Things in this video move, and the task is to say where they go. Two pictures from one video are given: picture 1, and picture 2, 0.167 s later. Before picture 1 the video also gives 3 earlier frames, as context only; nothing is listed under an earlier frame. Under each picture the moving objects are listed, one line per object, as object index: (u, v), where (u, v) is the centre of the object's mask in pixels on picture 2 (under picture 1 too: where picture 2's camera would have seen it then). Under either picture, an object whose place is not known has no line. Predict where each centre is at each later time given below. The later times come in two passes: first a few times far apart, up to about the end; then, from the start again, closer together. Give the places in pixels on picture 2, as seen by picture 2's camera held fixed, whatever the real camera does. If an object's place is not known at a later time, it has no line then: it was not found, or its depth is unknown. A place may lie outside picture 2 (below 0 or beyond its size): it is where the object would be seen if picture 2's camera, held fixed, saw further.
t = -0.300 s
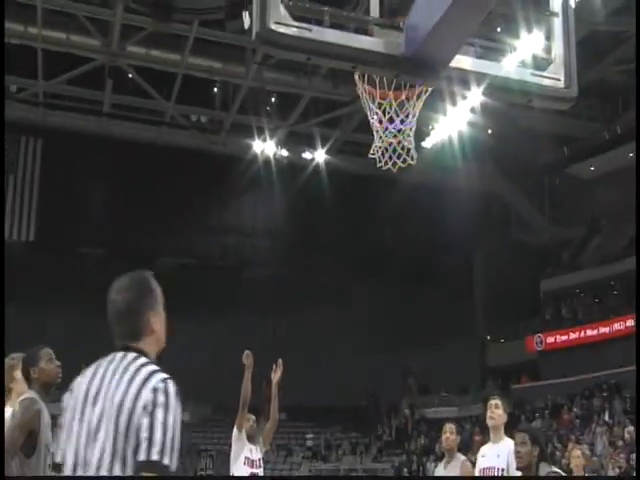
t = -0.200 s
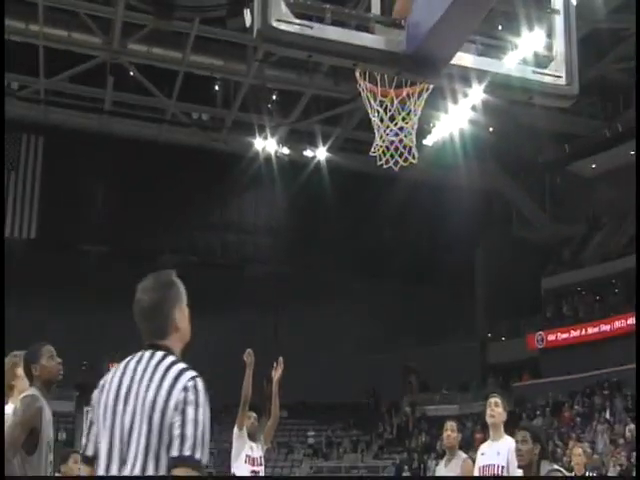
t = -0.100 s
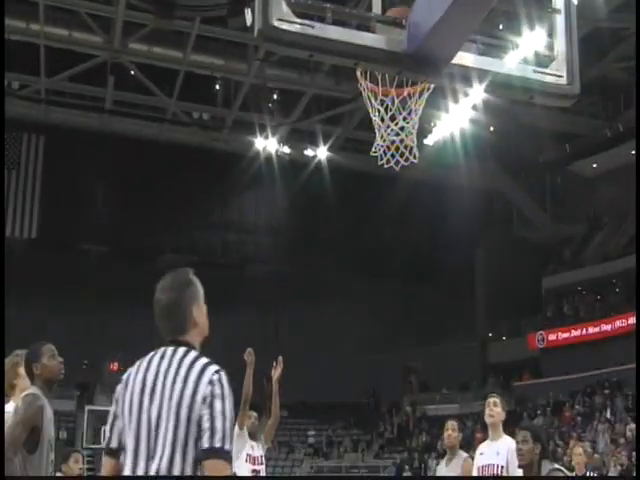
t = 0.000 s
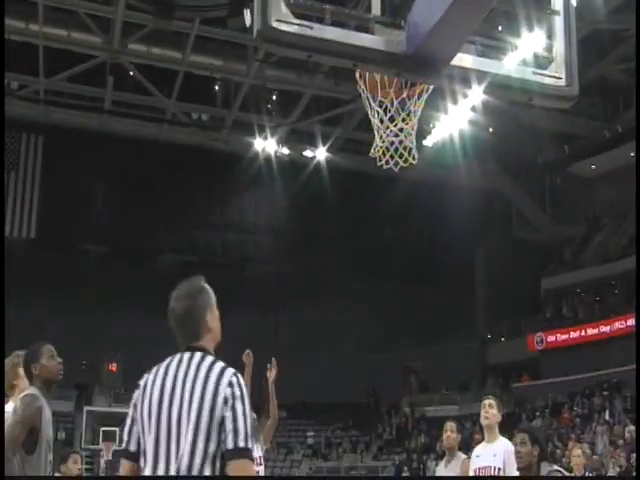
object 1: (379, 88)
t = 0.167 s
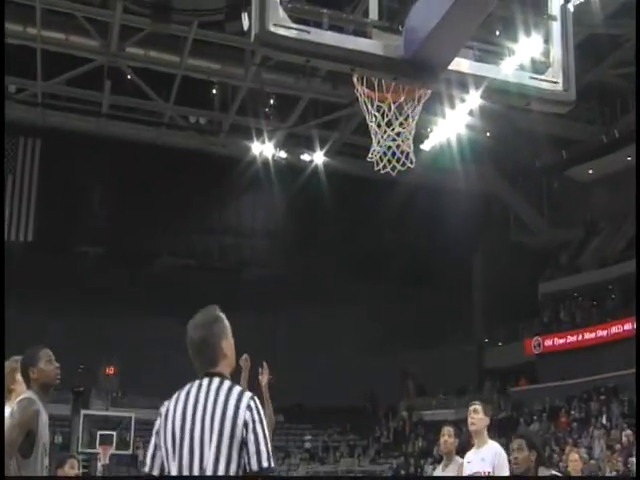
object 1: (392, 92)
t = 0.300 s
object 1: (366, 108)
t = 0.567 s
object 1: (384, 160)
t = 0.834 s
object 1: (422, 289)
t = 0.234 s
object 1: (383, 91)
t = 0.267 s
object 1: (372, 99)
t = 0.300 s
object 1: (366, 108)
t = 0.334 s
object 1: (357, 97)
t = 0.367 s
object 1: (353, 101)
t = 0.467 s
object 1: (365, 124)
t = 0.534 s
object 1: (382, 155)
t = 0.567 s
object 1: (384, 160)
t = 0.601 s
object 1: (388, 164)
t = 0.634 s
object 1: (392, 172)
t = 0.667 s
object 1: (395, 183)
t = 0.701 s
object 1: (401, 201)
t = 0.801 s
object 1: (416, 266)
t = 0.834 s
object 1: (422, 289)
